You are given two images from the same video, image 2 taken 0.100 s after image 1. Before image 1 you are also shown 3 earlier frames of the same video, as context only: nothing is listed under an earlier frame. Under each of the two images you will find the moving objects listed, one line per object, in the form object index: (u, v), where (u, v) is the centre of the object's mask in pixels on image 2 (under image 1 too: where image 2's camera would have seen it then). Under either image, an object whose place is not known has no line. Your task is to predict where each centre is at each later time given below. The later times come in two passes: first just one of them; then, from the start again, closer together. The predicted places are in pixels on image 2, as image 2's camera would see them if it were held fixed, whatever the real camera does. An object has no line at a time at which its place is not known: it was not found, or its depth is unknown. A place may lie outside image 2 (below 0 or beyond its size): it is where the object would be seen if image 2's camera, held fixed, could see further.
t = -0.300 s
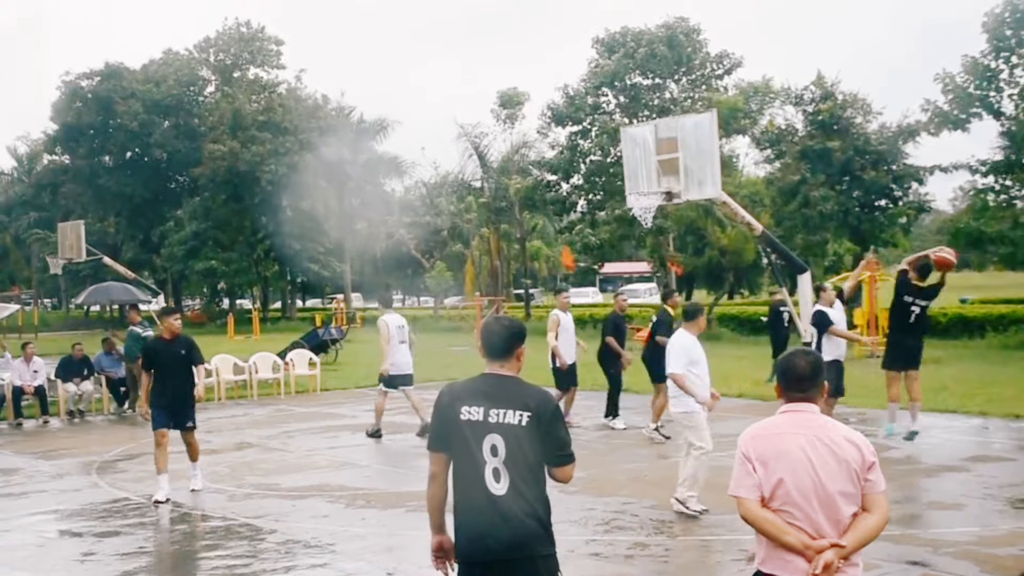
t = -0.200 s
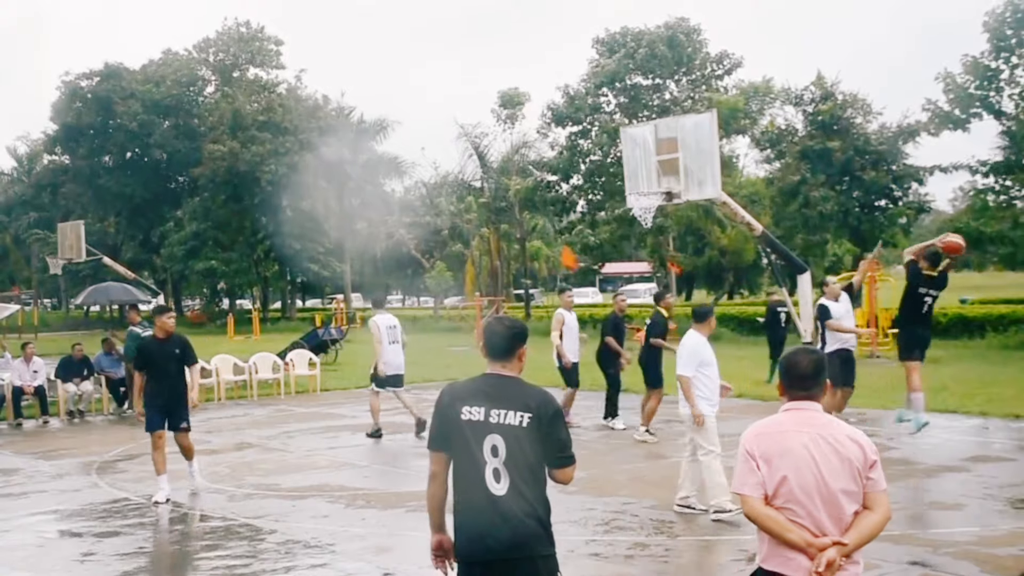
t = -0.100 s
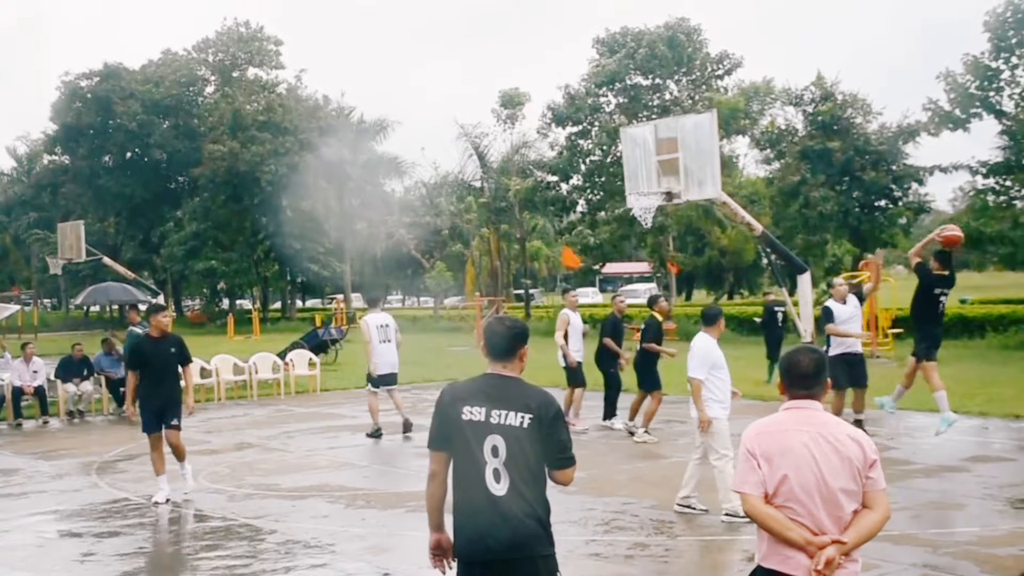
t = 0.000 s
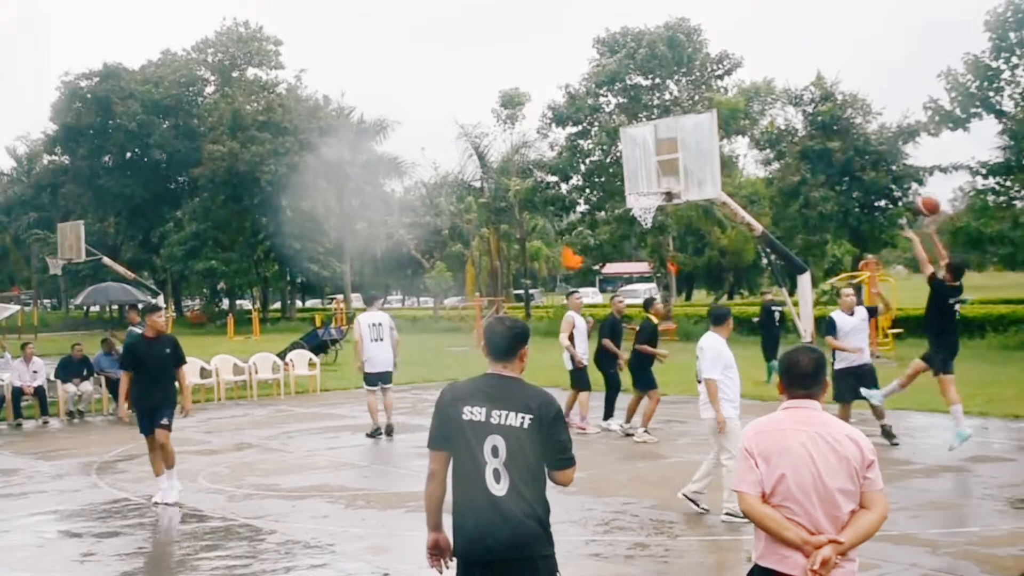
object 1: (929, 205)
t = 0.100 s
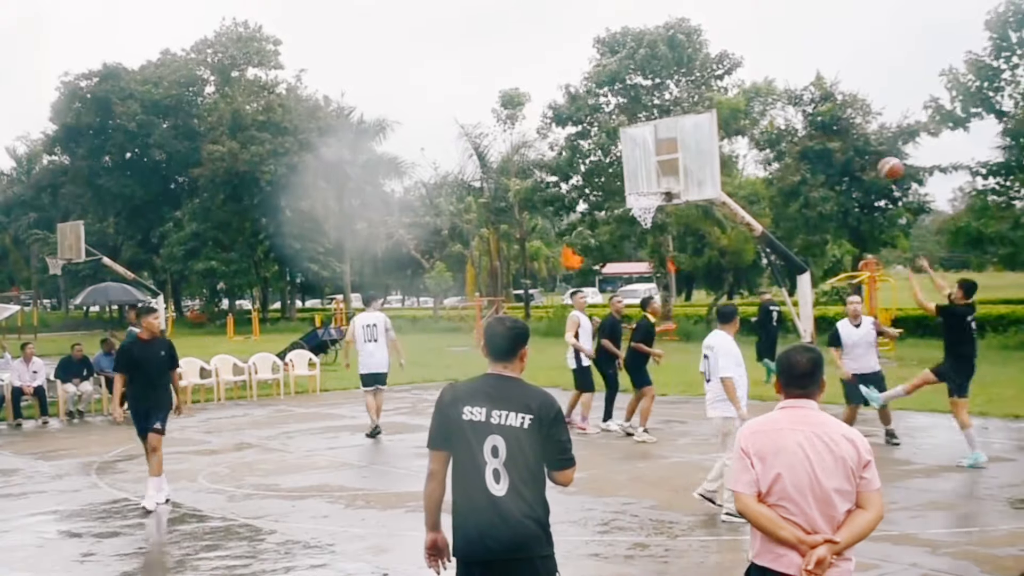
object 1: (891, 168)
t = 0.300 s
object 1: (821, 128)
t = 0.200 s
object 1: (855, 142)
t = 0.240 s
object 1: (841, 135)
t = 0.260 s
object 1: (835, 133)
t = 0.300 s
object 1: (821, 128)
